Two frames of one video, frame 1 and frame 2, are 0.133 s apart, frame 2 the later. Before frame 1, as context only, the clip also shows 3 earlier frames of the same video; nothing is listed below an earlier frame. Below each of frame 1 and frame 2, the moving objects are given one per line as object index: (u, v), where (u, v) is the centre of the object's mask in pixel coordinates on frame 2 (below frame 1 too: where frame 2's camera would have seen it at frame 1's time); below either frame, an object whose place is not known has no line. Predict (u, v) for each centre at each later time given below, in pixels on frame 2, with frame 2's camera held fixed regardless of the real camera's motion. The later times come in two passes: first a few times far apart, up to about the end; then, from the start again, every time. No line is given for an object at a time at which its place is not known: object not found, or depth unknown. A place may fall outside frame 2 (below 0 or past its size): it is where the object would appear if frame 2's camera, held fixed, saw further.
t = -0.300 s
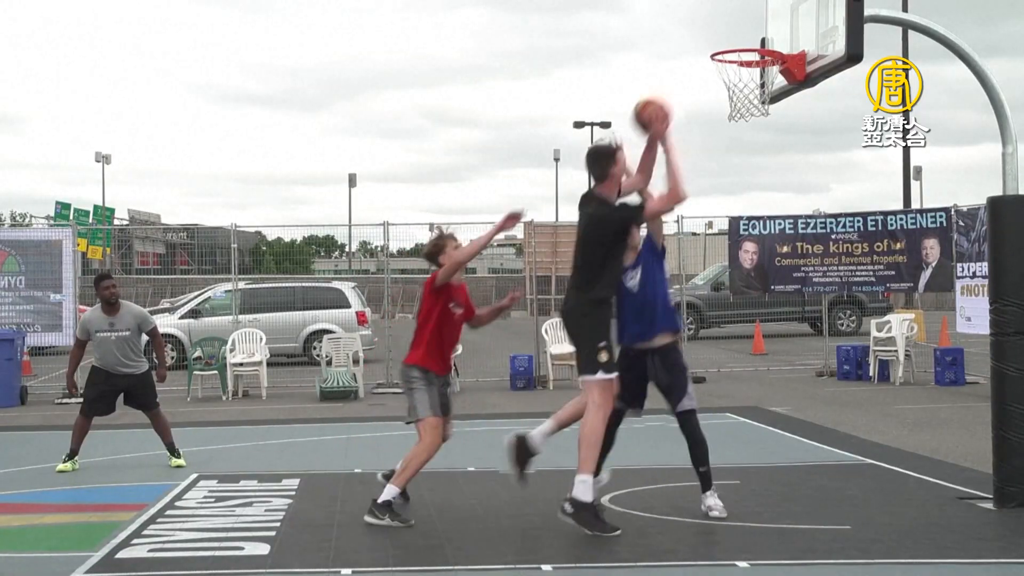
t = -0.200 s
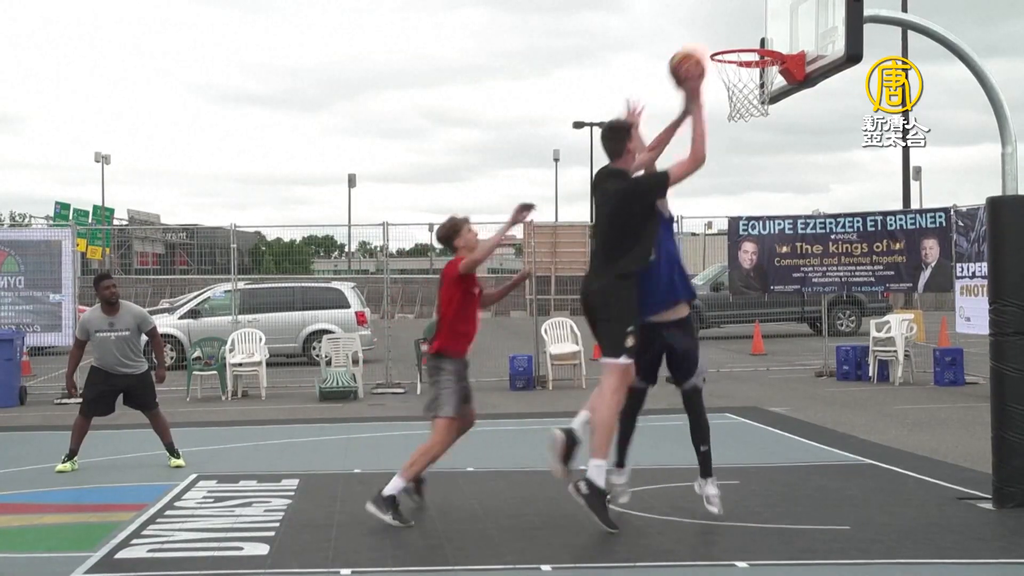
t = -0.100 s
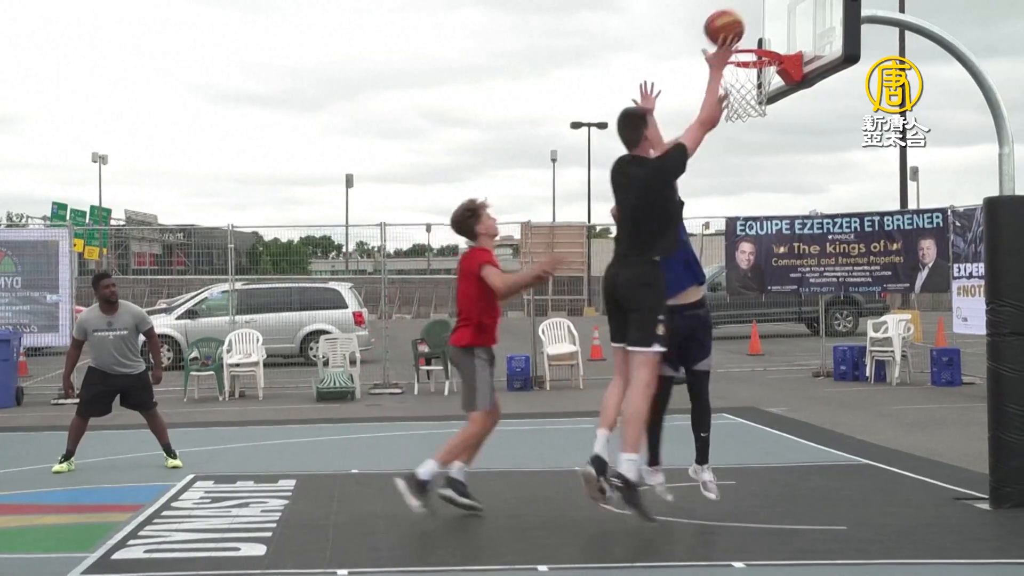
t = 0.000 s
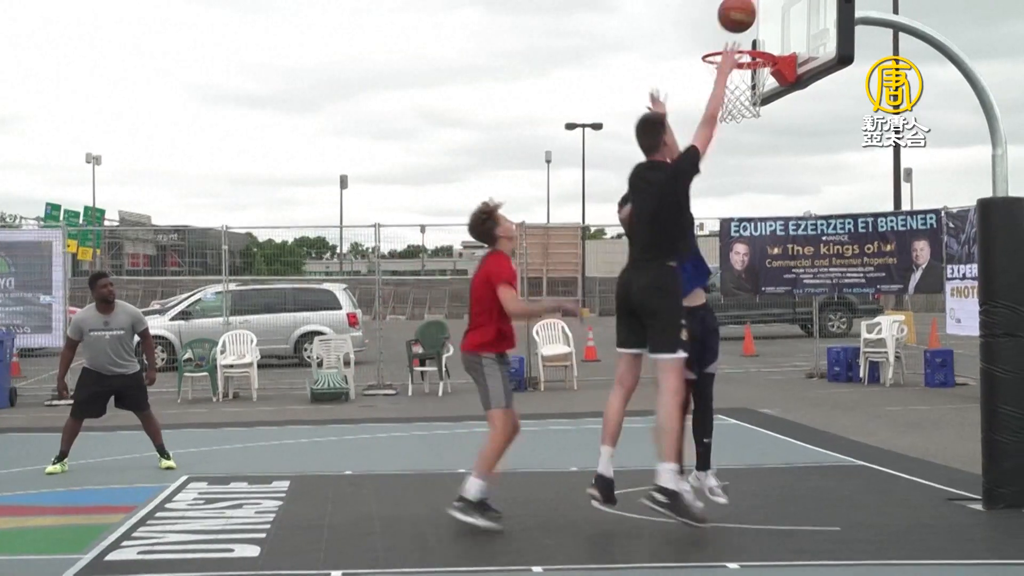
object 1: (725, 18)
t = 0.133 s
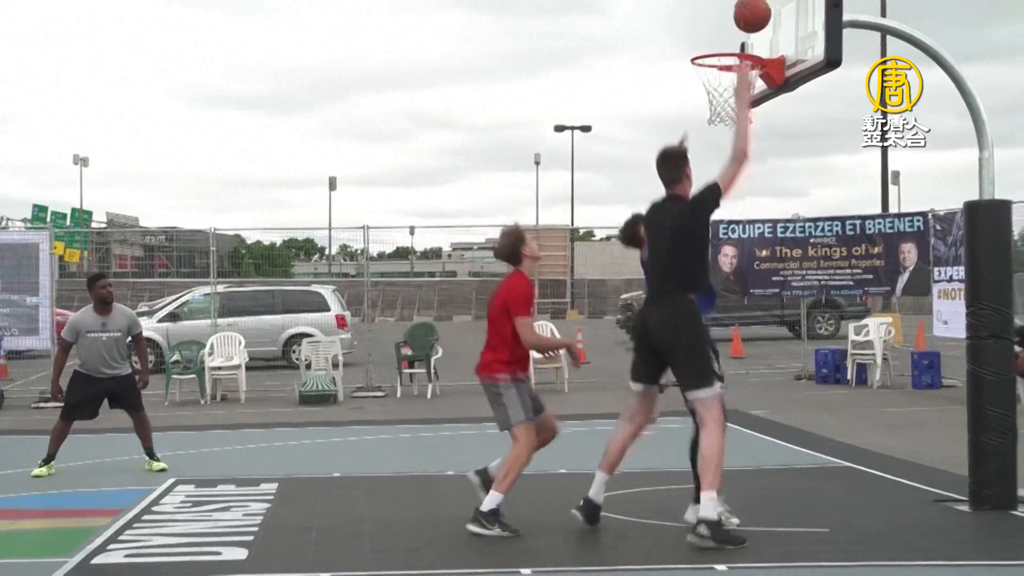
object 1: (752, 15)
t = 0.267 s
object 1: (768, 37)
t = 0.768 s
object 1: (710, 105)
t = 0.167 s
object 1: (757, 17)
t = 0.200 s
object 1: (765, 23)
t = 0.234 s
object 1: (772, 31)
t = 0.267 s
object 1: (768, 37)
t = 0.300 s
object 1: (758, 39)
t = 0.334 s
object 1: (755, 38)
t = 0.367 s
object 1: (750, 36)
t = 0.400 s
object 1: (743, 35)
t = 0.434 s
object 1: (736, 37)
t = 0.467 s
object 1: (729, 39)
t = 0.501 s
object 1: (723, 46)
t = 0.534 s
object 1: (716, 55)
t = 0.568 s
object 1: (708, 66)
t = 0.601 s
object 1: (705, 77)
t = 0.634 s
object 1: (704, 85)
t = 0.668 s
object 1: (705, 90)
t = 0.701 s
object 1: (706, 93)
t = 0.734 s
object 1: (707, 98)
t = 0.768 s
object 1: (710, 105)
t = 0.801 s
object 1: (713, 114)
